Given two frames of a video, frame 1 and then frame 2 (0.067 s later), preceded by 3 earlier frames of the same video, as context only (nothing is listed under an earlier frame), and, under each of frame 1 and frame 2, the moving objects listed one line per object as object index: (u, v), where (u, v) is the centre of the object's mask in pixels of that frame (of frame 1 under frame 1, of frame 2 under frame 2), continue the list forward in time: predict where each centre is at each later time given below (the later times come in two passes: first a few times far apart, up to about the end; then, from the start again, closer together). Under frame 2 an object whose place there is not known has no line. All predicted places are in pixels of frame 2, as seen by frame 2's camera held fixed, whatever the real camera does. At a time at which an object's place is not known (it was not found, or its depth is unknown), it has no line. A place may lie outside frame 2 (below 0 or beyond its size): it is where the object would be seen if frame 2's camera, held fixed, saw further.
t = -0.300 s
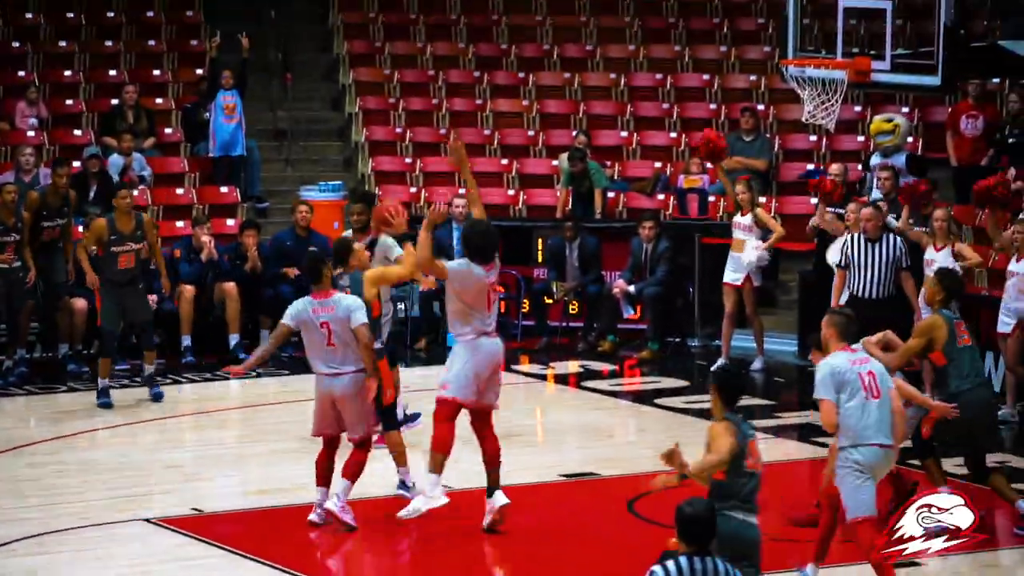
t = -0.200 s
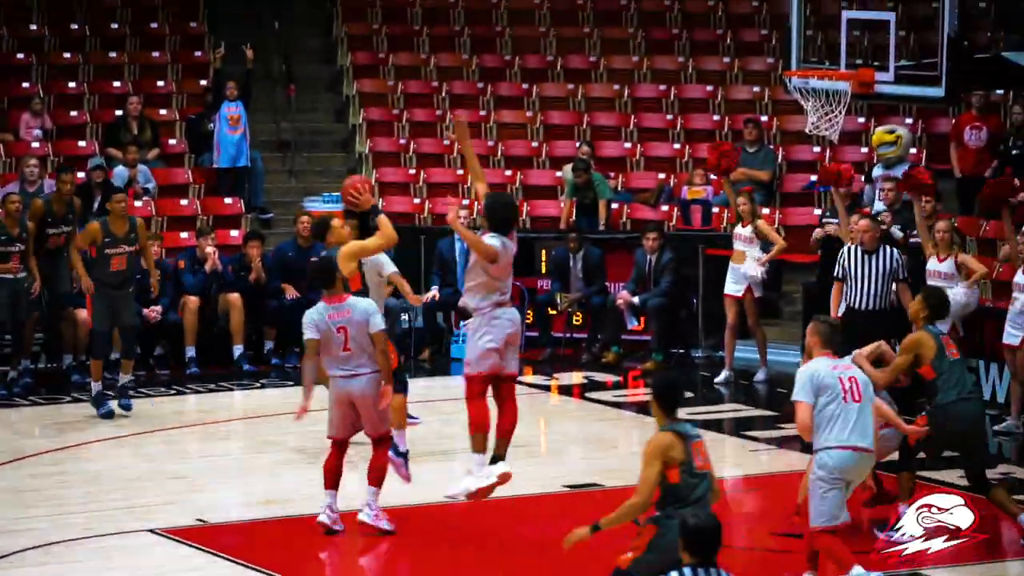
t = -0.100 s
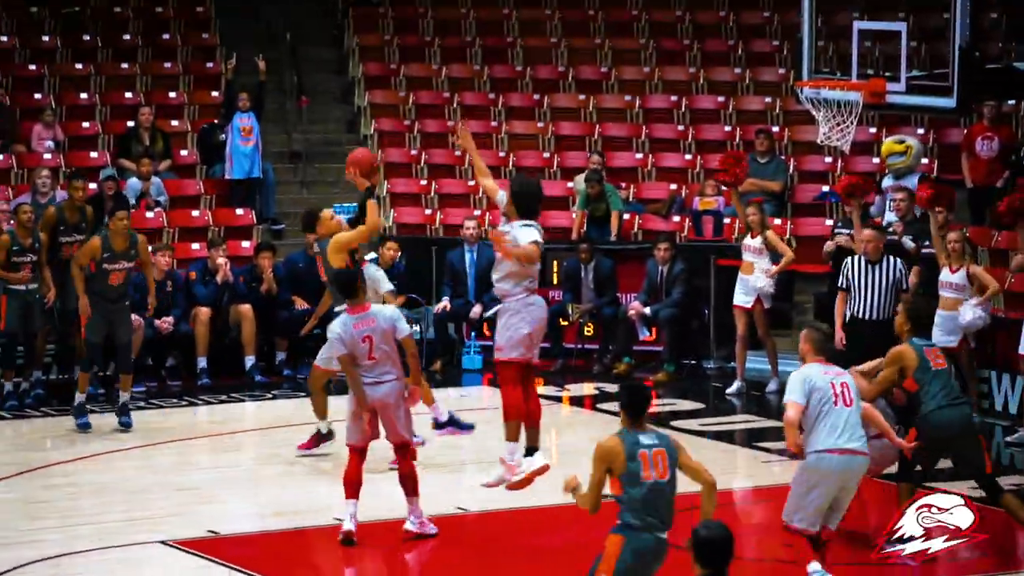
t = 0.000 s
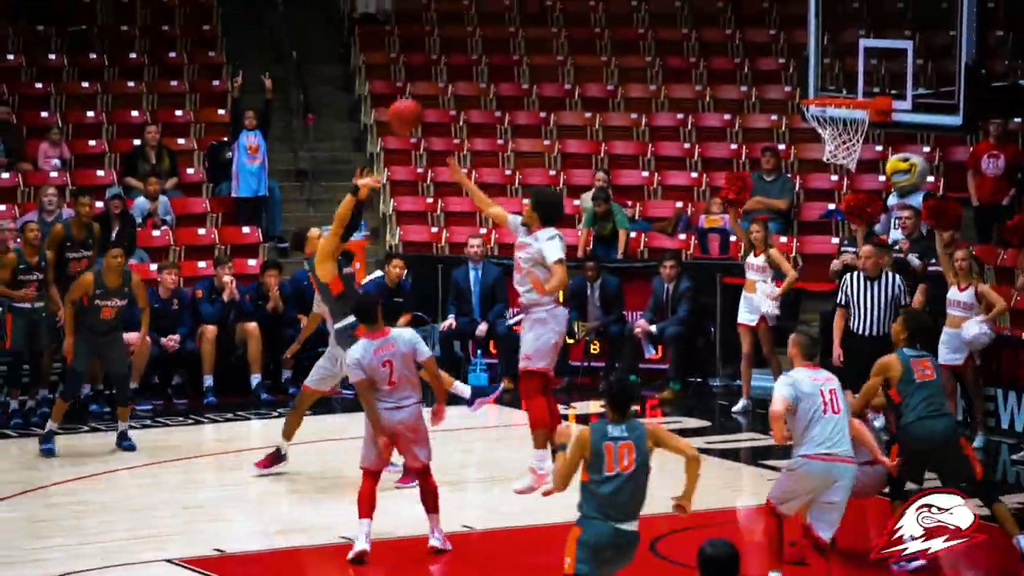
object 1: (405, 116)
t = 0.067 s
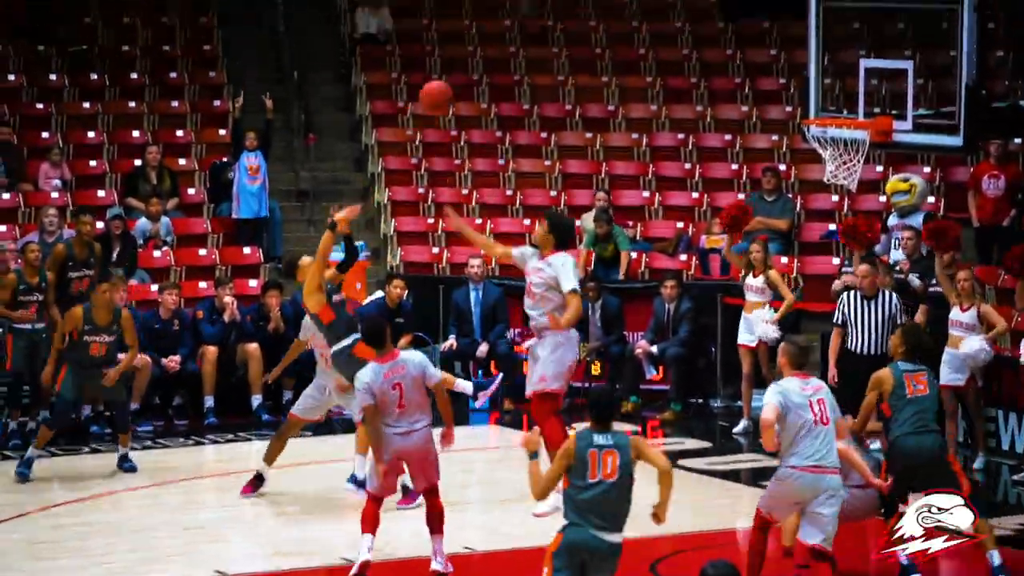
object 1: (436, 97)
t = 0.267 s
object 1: (528, 18)
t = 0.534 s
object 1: (641, 6)
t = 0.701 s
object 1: (717, 46)
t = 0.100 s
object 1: (451, 81)
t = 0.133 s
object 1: (467, 66)
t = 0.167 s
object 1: (483, 51)
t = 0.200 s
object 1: (499, 39)
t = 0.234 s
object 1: (514, 28)
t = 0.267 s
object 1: (528, 18)
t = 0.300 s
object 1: (545, 10)
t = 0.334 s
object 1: (558, 6)
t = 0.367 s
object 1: (571, 2)
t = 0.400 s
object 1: (585, 0)
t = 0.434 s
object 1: (598, -1)
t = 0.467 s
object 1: (612, -1)
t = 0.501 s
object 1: (626, 2)
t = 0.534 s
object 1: (641, 6)
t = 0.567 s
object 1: (656, 10)
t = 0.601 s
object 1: (671, 17)
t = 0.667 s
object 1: (701, 34)
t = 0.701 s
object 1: (717, 46)
